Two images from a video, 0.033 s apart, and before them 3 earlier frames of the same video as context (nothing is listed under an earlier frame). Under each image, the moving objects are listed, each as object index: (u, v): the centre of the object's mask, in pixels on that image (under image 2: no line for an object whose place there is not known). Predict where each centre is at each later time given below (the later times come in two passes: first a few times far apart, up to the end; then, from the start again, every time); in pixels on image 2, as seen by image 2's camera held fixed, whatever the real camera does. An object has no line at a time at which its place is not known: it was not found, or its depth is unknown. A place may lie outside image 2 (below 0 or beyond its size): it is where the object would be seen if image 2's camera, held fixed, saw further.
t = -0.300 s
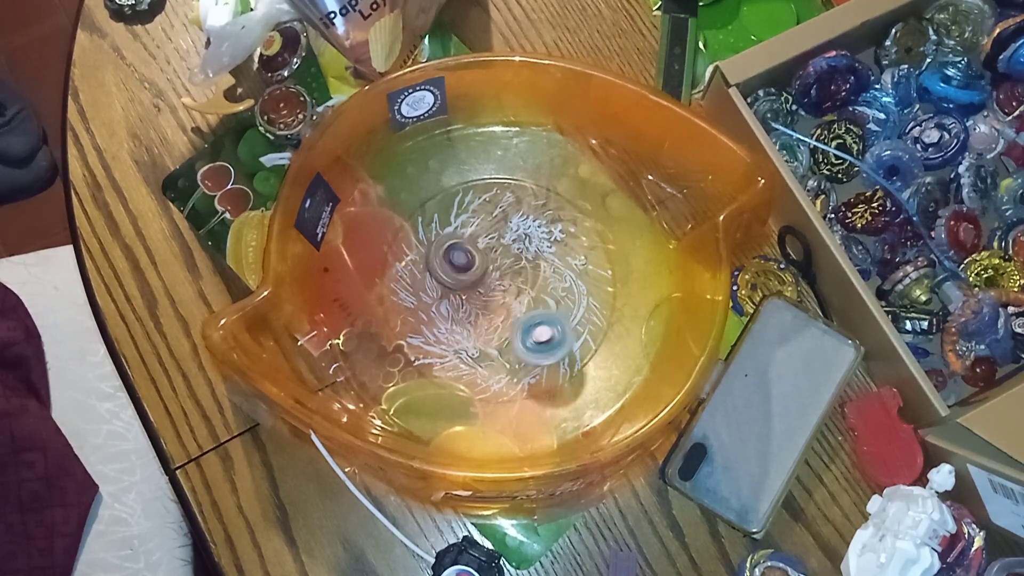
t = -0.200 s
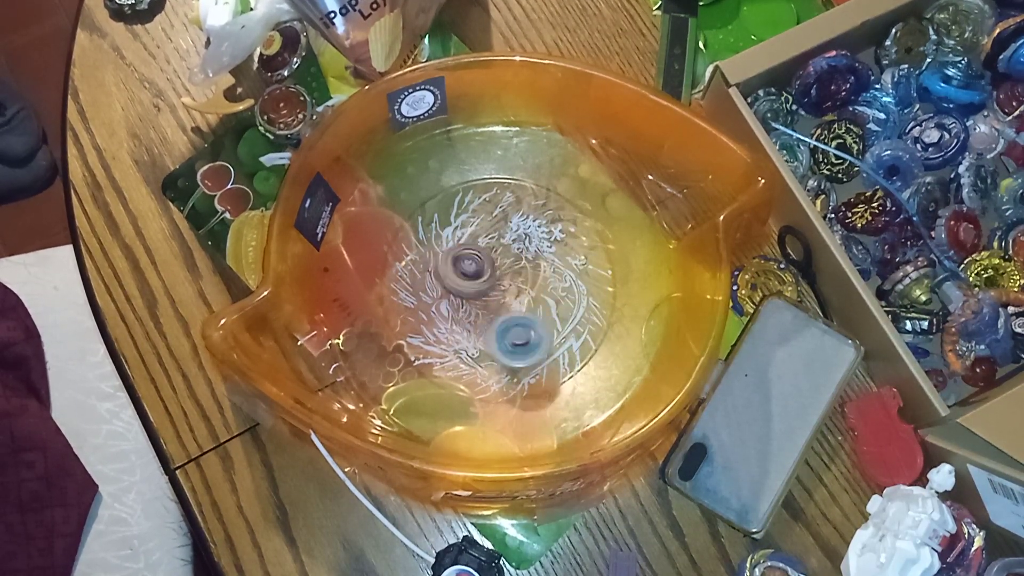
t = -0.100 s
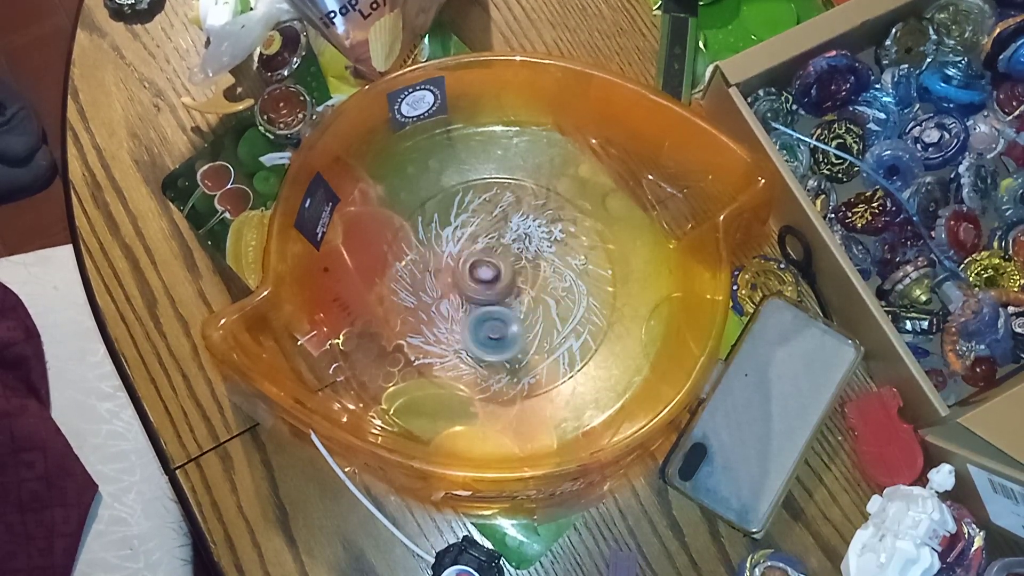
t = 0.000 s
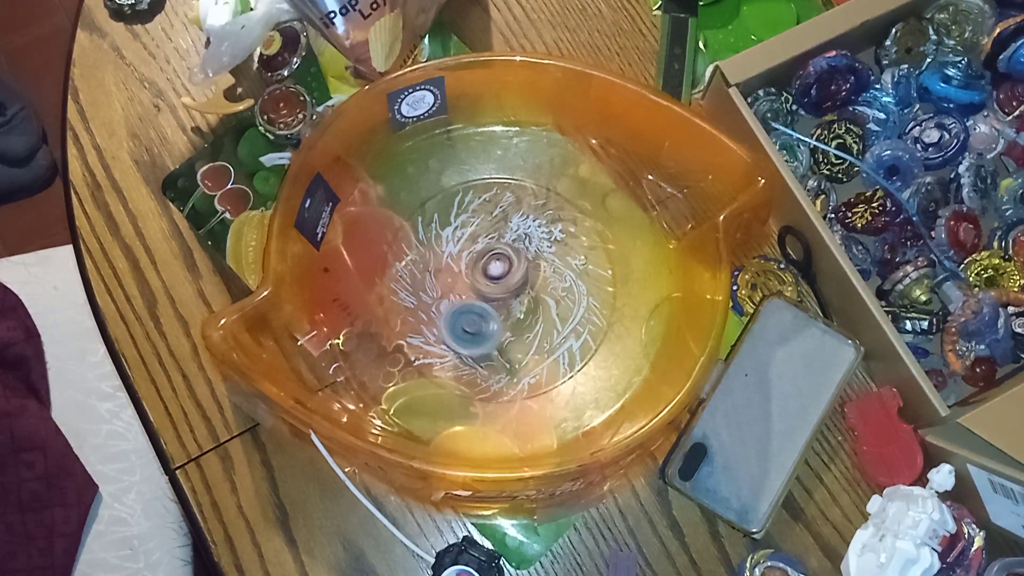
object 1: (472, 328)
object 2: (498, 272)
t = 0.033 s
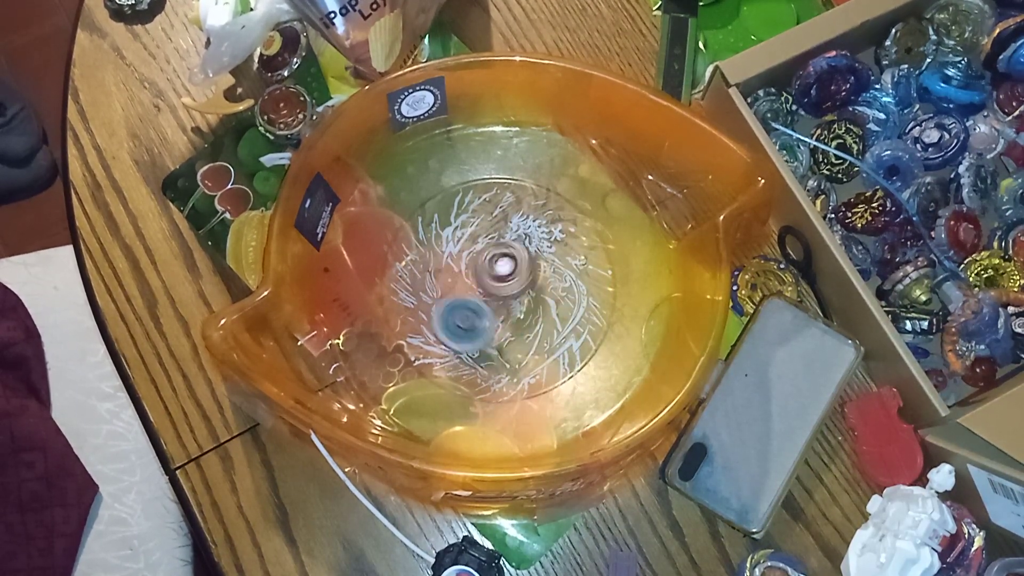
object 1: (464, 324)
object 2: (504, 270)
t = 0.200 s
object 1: (438, 293)
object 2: (520, 252)
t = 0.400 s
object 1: (439, 256)
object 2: (524, 234)
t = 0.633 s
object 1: (468, 227)
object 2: (529, 237)
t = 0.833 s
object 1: (487, 225)
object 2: (540, 257)
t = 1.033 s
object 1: (497, 234)
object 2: (554, 275)
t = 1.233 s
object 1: (507, 261)
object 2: (557, 293)
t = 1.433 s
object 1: (481, 273)
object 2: (549, 302)
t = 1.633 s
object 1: (453, 277)
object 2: (531, 315)
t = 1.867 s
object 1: (439, 274)
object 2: (512, 330)
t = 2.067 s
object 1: (449, 272)
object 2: (493, 332)
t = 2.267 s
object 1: (466, 251)
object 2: (475, 333)
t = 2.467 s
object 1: (484, 234)
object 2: (458, 315)
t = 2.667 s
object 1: (507, 243)
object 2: (446, 301)
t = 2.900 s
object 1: (524, 272)
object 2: (465, 296)
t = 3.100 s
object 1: (530, 295)
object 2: (485, 310)
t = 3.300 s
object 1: (528, 312)
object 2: (479, 322)
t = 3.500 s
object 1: (523, 316)
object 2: (478, 317)
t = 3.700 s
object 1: (523, 314)
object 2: (476, 303)
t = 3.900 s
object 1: (528, 297)
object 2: (470, 299)
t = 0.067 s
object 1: (457, 320)
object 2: (509, 267)
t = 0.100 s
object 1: (450, 313)
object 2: (512, 264)
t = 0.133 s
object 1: (446, 307)
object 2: (515, 259)
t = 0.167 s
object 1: (441, 300)
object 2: (517, 255)
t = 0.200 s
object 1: (438, 293)
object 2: (520, 252)
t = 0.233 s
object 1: (435, 286)
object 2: (524, 249)
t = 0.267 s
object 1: (434, 280)
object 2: (526, 245)
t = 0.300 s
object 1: (434, 274)
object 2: (525, 241)
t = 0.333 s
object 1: (435, 268)
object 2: (524, 238)
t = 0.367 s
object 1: (436, 261)
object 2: (523, 235)
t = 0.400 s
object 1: (439, 256)
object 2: (524, 234)
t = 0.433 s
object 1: (442, 250)
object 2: (524, 232)
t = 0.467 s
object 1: (447, 245)
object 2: (525, 232)
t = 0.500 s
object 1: (451, 240)
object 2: (524, 232)
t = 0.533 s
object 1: (457, 236)
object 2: (525, 232)
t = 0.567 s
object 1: (463, 232)
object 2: (524, 232)
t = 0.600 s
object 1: (465, 230)
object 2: (526, 235)
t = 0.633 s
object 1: (468, 227)
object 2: (529, 237)
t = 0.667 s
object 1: (468, 225)
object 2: (531, 240)
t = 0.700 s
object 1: (471, 223)
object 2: (533, 243)
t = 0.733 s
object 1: (476, 222)
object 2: (535, 247)
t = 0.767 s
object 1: (479, 222)
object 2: (536, 249)
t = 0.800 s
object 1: (483, 223)
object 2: (538, 254)
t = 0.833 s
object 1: (487, 225)
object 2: (540, 257)
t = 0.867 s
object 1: (490, 226)
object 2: (544, 260)
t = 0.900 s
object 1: (491, 226)
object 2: (546, 263)
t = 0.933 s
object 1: (492, 226)
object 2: (549, 266)
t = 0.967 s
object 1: (494, 227)
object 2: (550, 270)
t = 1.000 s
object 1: (495, 230)
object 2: (552, 272)
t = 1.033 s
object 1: (497, 234)
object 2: (554, 275)
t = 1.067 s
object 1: (499, 238)
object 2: (557, 278)
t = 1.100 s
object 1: (501, 242)
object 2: (558, 280)
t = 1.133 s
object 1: (503, 248)
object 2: (559, 283)
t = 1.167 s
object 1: (504, 251)
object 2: (558, 285)
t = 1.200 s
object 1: (506, 257)
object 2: (557, 289)
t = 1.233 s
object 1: (507, 261)
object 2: (557, 293)
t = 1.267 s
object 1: (505, 264)
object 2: (556, 295)
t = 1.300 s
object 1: (500, 266)
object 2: (556, 295)
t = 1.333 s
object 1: (494, 268)
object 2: (554, 296)
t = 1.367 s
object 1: (491, 269)
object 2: (552, 297)
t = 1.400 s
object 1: (487, 271)
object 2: (550, 299)
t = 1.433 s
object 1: (481, 273)
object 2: (549, 302)
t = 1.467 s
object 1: (476, 274)
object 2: (546, 305)
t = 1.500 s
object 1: (470, 275)
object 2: (543, 308)
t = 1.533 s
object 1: (466, 275)
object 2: (542, 311)
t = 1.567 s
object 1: (462, 276)
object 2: (537, 312)
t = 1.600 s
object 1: (458, 277)
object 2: (534, 314)
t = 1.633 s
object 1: (453, 277)
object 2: (531, 315)
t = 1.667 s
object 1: (450, 277)
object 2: (529, 319)
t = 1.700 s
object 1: (447, 277)
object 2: (528, 322)
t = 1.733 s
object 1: (444, 276)
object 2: (525, 325)
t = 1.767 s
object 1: (442, 276)
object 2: (522, 328)
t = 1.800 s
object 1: (441, 276)
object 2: (519, 328)
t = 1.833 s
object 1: (440, 275)
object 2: (515, 329)
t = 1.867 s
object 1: (439, 274)
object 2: (512, 330)
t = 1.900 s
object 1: (439, 274)
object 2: (509, 331)
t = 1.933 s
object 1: (440, 274)
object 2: (506, 332)
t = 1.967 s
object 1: (441, 273)
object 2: (504, 332)
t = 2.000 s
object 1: (443, 273)
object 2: (502, 333)
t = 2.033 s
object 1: (446, 272)
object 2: (498, 334)
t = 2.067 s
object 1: (449, 272)
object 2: (493, 332)
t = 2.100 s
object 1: (453, 272)
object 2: (489, 331)
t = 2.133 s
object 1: (457, 272)
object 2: (485, 330)
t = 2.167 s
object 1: (461, 273)
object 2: (482, 329)
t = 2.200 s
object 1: (464, 268)
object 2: (480, 331)
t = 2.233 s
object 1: (466, 260)
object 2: (476, 335)
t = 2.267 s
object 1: (466, 251)
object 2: (475, 333)
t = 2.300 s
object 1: (468, 244)
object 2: (472, 331)
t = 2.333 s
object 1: (471, 240)
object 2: (470, 327)
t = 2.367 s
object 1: (474, 238)
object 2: (467, 325)
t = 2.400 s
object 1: (478, 236)
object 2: (465, 321)
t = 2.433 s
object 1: (481, 235)
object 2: (461, 318)
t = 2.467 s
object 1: (484, 234)
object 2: (458, 315)
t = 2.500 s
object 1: (488, 234)
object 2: (455, 313)
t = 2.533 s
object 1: (492, 234)
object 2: (452, 310)
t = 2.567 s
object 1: (496, 236)
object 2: (450, 308)
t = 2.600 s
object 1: (500, 238)
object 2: (448, 305)
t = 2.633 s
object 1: (504, 240)
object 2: (448, 304)
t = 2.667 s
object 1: (507, 243)
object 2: (446, 301)
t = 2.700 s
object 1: (511, 246)
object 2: (446, 301)
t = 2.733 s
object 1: (513, 249)
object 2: (448, 301)
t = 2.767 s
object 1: (516, 253)
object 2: (450, 301)
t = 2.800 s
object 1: (519, 257)
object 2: (453, 299)
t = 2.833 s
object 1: (522, 262)
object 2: (457, 297)
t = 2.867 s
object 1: (523, 266)
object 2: (463, 297)
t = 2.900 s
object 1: (524, 272)
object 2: (465, 296)
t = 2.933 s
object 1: (525, 277)
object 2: (469, 297)
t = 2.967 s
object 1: (526, 281)
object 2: (473, 298)
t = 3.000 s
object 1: (529, 284)
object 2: (476, 300)
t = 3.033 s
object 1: (530, 288)
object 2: (480, 302)
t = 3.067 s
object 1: (531, 293)
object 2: (484, 305)
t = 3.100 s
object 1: (530, 295)
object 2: (485, 310)
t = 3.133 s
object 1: (530, 298)
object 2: (485, 314)
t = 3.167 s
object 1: (529, 301)
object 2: (484, 317)
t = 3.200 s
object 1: (529, 305)
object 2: (482, 319)
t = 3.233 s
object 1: (529, 308)
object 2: (481, 321)
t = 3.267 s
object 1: (529, 310)
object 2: (480, 321)
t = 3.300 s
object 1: (528, 312)
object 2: (479, 322)
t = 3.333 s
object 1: (527, 313)
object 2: (478, 323)
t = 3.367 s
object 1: (526, 314)
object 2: (477, 323)
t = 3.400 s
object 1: (525, 315)
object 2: (477, 322)
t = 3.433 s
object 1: (525, 316)
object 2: (478, 321)
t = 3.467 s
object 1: (524, 316)
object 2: (478, 320)
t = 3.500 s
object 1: (523, 316)
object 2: (478, 317)
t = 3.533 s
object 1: (523, 316)
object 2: (478, 315)
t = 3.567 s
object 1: (522, 316)
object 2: (478, 314)
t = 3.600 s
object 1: (522, 315)
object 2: (478, 310)
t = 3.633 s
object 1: (522, 314)
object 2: (477, 306)
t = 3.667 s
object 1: (523, 315)
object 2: (477, 304)
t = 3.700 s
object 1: (523, 314)
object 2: (476, 303)
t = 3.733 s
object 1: (523, 311)
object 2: (474, 302)
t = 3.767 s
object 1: (524, 309)
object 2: (472, 301)
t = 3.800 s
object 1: (524, 306)
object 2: (471, 300)
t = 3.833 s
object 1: (526, 303)
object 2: (471, 298)
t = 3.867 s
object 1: (527, 300)
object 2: (470, 299)
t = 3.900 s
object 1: (528, 297)
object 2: (470, 299)
